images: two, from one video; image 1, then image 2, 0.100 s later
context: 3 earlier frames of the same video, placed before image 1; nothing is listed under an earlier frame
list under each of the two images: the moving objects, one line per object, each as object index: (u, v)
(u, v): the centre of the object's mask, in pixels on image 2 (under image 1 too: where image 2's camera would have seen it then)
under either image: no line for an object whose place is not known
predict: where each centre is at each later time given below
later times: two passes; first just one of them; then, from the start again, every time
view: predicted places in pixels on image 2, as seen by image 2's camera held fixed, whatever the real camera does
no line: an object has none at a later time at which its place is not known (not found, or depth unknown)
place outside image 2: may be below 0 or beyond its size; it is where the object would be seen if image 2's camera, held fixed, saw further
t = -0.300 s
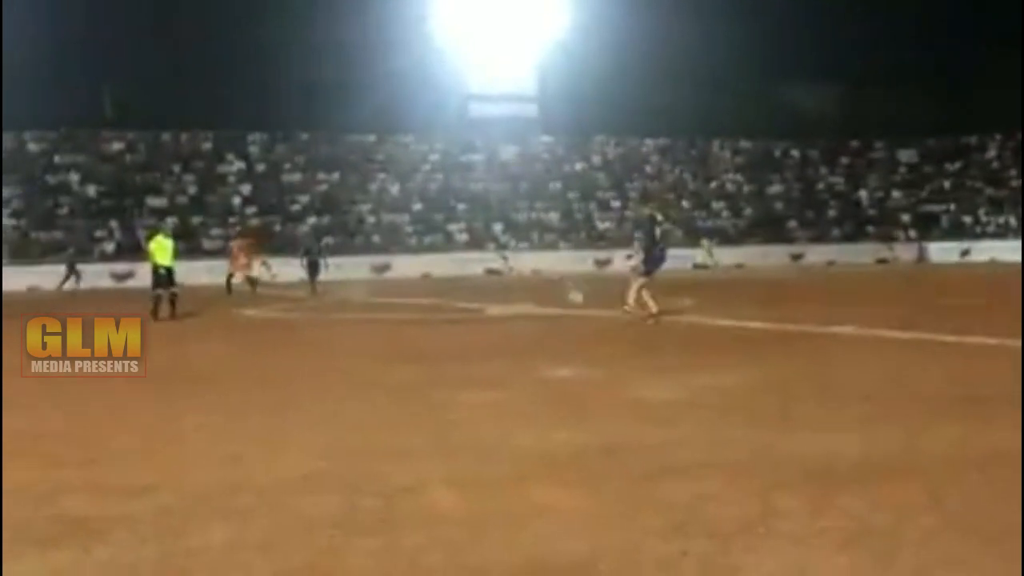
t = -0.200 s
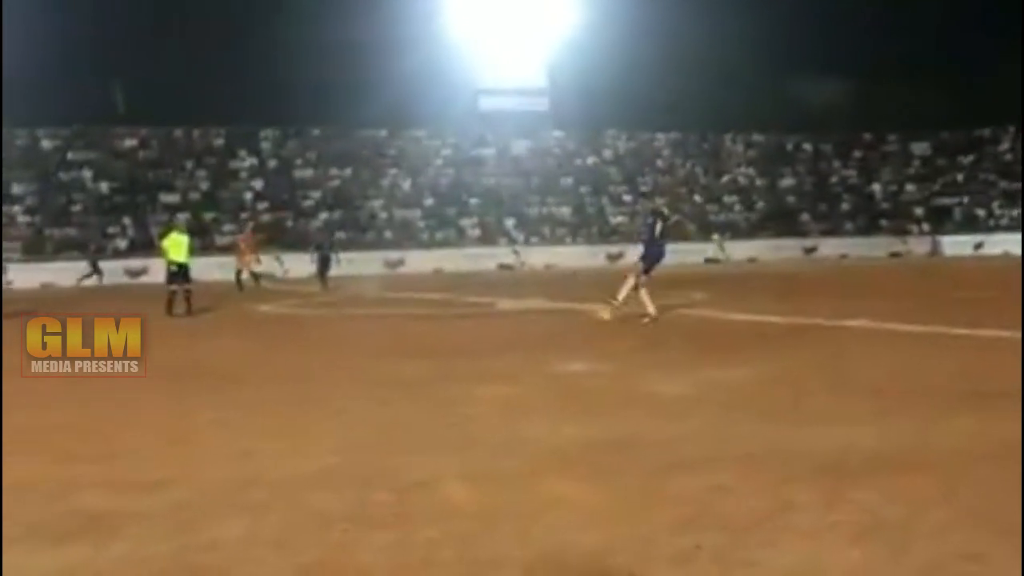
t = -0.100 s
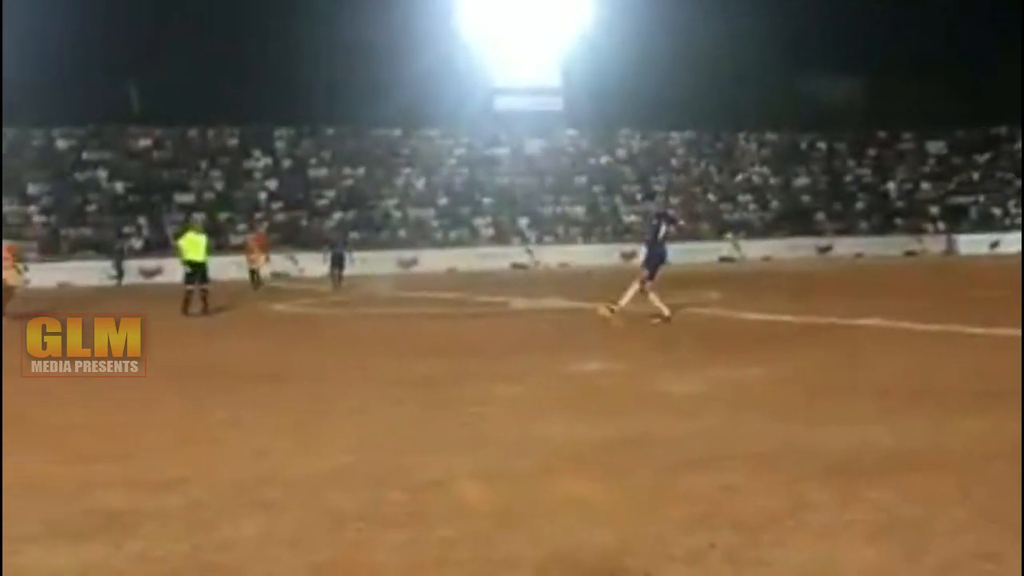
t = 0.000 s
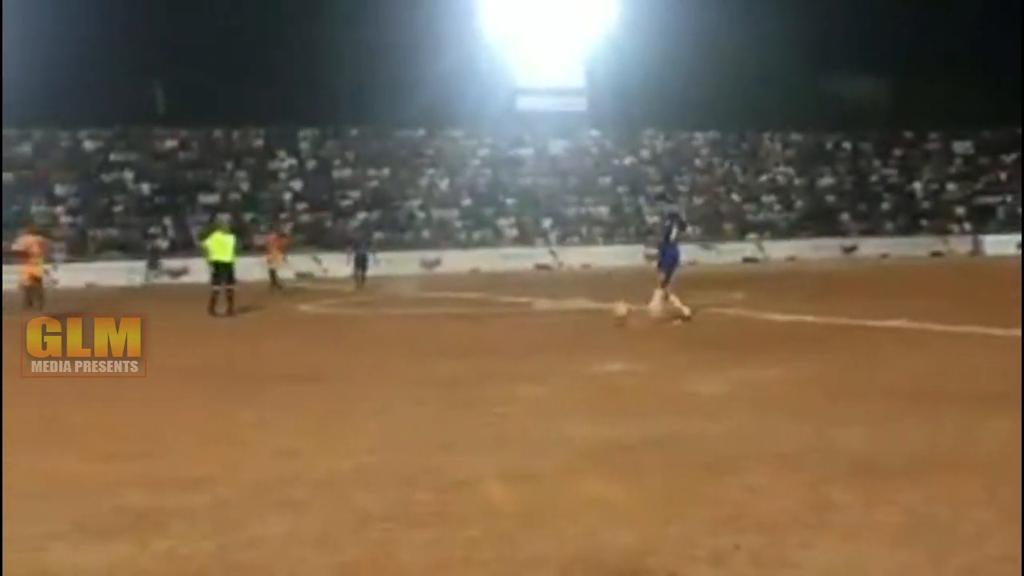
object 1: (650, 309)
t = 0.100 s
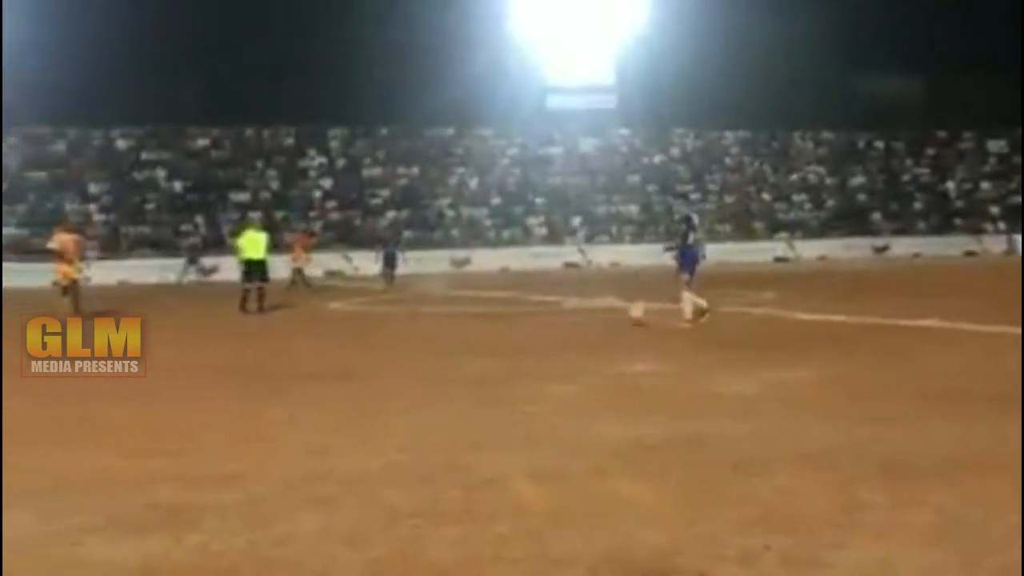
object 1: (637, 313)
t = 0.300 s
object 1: (614, 315)
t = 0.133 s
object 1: (633, 316)
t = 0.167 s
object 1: (629, 317)
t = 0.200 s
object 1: (625, 316)
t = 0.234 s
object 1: (621, 316)
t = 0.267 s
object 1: (617, 315)
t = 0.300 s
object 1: (614, 315)
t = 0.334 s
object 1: (610, 317)
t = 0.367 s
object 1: (606, 318)
